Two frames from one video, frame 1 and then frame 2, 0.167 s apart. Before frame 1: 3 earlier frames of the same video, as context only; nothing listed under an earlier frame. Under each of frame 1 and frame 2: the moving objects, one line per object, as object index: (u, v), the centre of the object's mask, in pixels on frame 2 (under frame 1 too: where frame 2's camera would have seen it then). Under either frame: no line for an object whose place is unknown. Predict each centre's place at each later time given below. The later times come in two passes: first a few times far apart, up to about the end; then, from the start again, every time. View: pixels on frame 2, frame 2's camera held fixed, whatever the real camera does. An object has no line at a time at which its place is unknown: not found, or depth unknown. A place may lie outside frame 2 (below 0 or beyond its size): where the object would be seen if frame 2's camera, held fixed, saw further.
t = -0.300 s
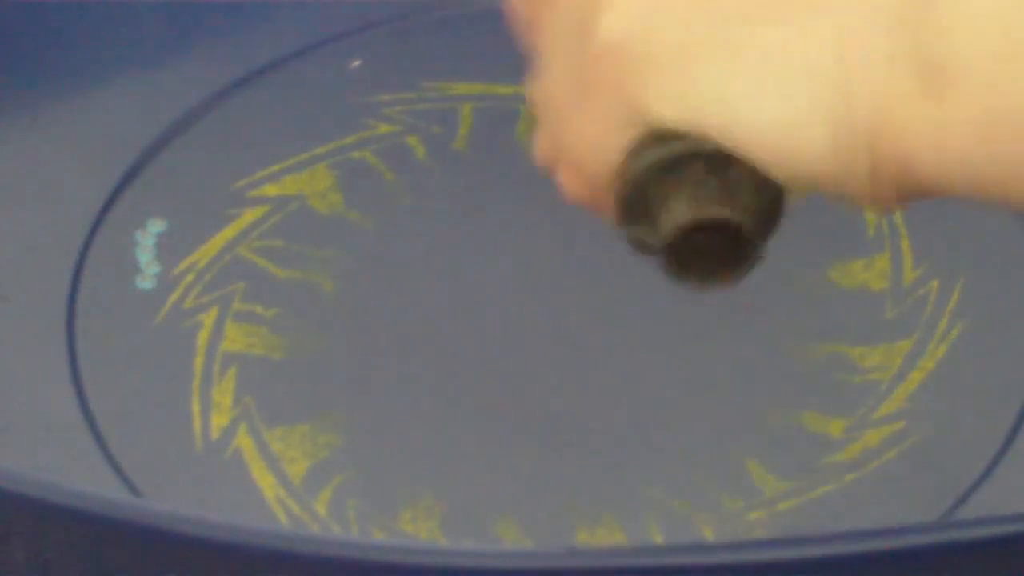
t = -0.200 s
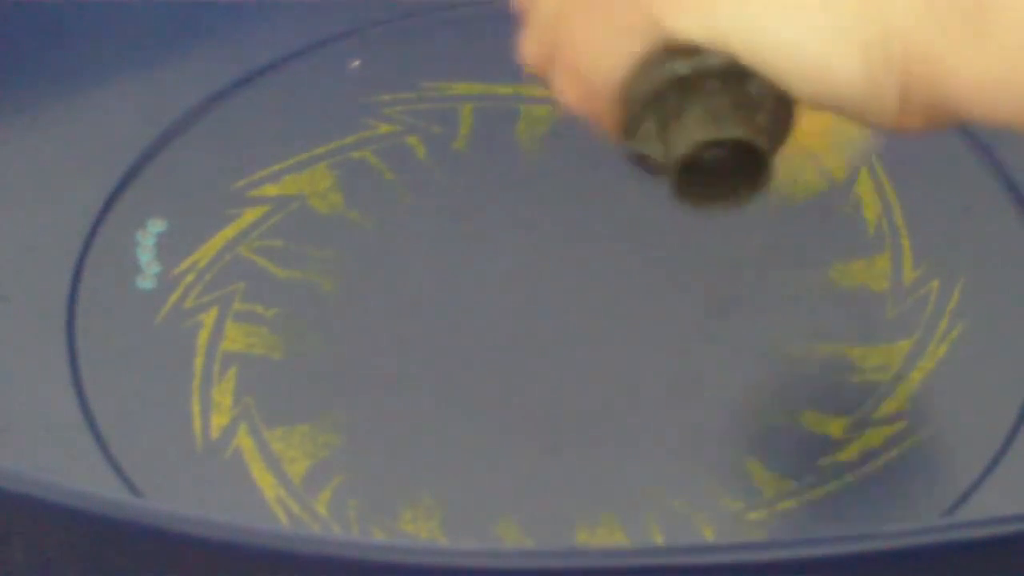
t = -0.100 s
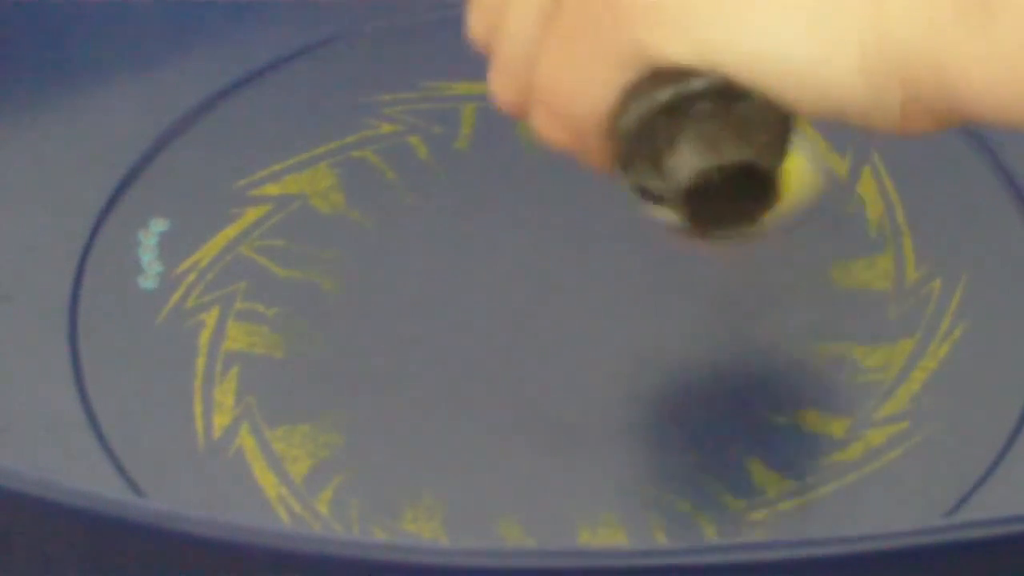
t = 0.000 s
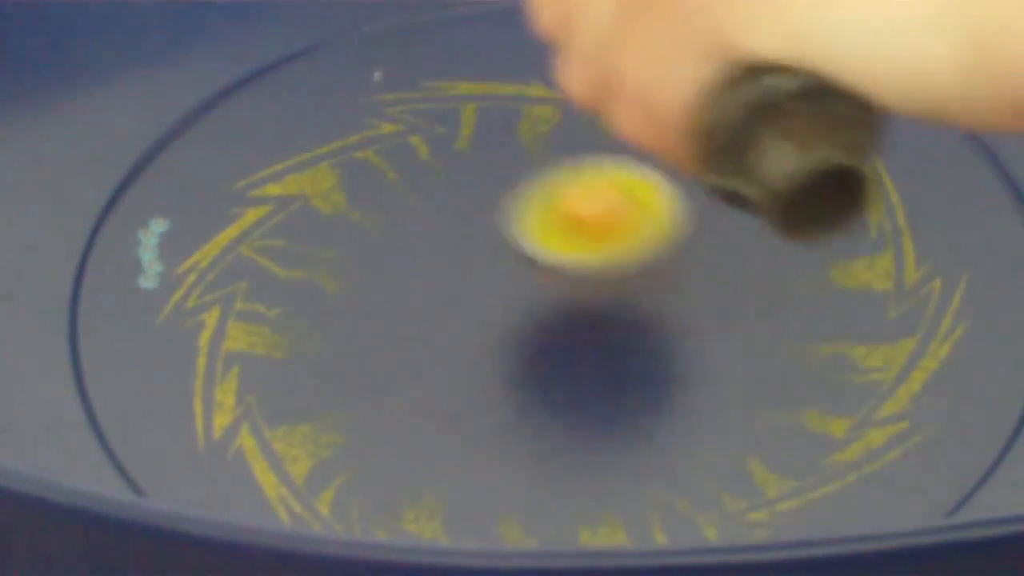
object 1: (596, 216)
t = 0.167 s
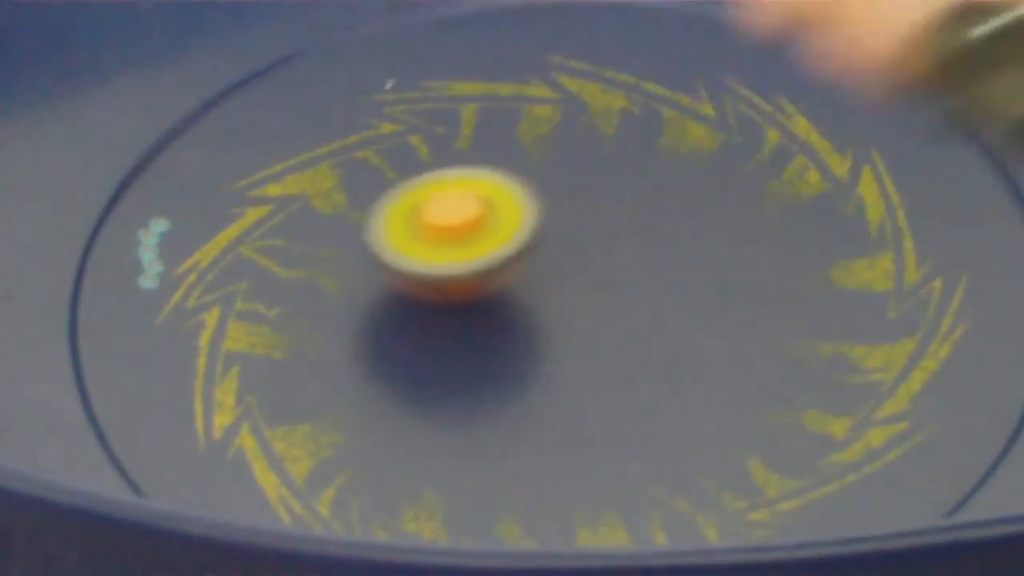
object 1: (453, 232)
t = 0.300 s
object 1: (406, 259)
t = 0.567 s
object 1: (339, 346)
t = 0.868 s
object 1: (367, 432)
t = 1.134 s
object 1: (456, 436)
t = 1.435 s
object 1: (507, 386)
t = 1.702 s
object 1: (493, 330)
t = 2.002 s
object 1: (474, 272)
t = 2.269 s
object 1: (477, 235)
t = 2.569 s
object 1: (494, 197)
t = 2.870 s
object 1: (522, 170)
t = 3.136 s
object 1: (541, 163)
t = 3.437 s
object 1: (569, 173)
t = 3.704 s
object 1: (603, 187)
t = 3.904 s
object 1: (623, 199)
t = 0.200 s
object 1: (440, 236)
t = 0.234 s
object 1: (428, 242)
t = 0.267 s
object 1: (417, 250)
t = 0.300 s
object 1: (406, 259)
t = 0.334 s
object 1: (394, 269)
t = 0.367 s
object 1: (384, 279)
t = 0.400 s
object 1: (375, 290)
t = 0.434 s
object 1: (366, 301)
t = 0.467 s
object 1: (358, 312)
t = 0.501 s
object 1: (351, 324)
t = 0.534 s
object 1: (345, 335)
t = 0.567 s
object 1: (339, 346)
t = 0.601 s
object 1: (335, 358)
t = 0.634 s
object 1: (333, 371)
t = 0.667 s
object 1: (333, 381)
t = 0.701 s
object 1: (336, 390)
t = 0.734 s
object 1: (340, 401)
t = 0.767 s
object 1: (345, 410)
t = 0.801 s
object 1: (351, 419)
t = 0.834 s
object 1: (358, 426)
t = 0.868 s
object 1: (367, 432)
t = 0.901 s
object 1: (376, 438)
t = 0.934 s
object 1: (387, 442)
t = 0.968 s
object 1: (400, 444)
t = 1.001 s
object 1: (413, 444)
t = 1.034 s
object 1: (424, 444)
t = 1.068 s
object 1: (436, 442)
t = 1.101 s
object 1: (446, 439)
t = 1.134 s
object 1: (456, 436)
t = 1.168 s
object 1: (465, 432)
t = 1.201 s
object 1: (474, 428)
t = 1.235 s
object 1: (483, 423)
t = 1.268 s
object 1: (490, 418)
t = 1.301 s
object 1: (496, 411)
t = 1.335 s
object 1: (500, 405)
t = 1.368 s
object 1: (503, 399)
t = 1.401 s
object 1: (506, 392)
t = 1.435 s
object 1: (507, 386)
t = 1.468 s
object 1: (508, 379)
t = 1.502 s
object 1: (508, 373)
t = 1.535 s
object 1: (507, 366)
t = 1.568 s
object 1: (506, 359)
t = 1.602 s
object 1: (504, 352)
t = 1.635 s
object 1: (501, 345)
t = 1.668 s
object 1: (497, 338)
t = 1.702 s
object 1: (493, 330)
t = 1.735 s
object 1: (490, 323)
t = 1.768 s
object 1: (487, 315)
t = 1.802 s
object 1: (484, 308)
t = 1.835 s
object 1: (481, 301)
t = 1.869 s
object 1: (479, 295)
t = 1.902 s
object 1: (478, 289)
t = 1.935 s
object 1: (476, 283)
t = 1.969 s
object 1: (475, 278)
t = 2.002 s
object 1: (474, 272)
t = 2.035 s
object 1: (474, 267)
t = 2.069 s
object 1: (474, 262)
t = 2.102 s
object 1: (473, 257)
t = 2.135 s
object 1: (474, 252)
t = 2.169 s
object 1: (474, 247)
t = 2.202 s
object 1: (475, 242)
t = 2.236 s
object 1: (477, 239)
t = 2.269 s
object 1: (477, 235)
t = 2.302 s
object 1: (479, 231)
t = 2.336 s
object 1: (480, 226)
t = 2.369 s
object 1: (482, 222)
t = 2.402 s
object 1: (483, 217)
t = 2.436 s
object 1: (486, 212)
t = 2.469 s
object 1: (488, 209)
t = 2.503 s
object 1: (490, 204)
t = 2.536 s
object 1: (492, 201)
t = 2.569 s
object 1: (494, 197)
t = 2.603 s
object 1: (497, 194)
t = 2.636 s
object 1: (500, 190)
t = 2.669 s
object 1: (503, 187)
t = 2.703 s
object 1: (506, 184)
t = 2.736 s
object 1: (510, 181)
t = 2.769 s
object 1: (514, 178)
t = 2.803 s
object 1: (517, 175)
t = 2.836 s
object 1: (520, 172)
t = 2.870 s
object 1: (522, 170)
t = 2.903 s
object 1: (524, 168)
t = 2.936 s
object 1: (526, 167)
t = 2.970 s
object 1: (528, 166)
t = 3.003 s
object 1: (530, 164)
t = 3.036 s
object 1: (533, 164)
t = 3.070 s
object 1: (536, 163)
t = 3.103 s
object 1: (539, 163)
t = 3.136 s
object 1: (541, 163)
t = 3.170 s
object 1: (544, 163)
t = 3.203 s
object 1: (546, 164)
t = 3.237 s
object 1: (548, 165)
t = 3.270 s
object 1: (551, 166)
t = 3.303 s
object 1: (554, 166)
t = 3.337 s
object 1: (557, 168)
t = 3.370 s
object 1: (561, 169)
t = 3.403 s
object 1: (565, 171)
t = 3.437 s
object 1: (569, 173)
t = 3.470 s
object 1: (573, 175)
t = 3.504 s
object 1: (577, 177)
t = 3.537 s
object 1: (582, 178)
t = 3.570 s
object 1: (586, 180)
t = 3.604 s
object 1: (590, 181)
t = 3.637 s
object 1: (594, 183)
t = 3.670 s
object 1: (599, 185)
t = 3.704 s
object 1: (603, 187)
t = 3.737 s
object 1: (606, 189)
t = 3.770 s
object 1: (610, 190)
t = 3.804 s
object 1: (613, 192)
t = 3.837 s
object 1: (617, 194)
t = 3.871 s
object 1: (620, 197)
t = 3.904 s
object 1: (623, 199)
